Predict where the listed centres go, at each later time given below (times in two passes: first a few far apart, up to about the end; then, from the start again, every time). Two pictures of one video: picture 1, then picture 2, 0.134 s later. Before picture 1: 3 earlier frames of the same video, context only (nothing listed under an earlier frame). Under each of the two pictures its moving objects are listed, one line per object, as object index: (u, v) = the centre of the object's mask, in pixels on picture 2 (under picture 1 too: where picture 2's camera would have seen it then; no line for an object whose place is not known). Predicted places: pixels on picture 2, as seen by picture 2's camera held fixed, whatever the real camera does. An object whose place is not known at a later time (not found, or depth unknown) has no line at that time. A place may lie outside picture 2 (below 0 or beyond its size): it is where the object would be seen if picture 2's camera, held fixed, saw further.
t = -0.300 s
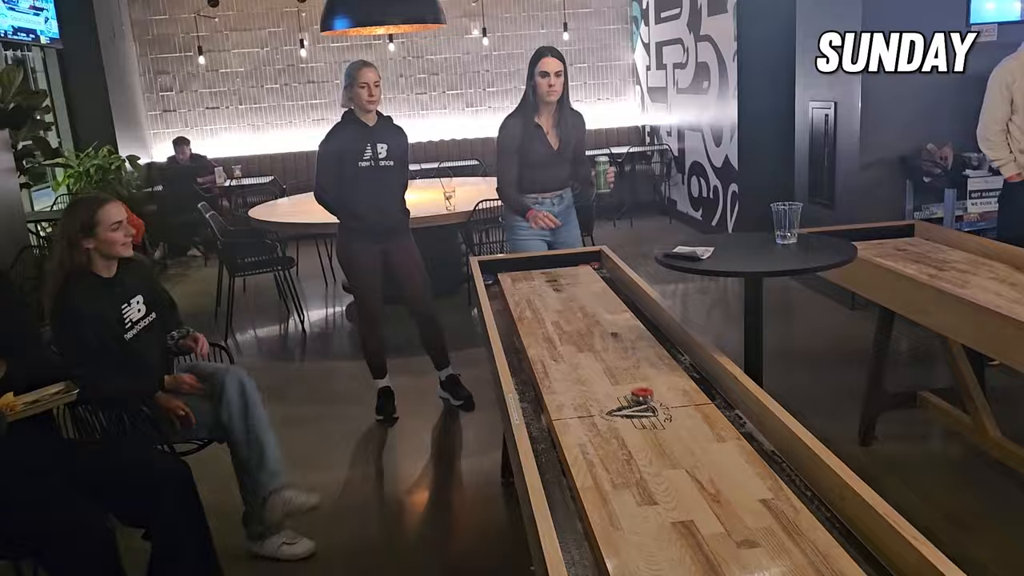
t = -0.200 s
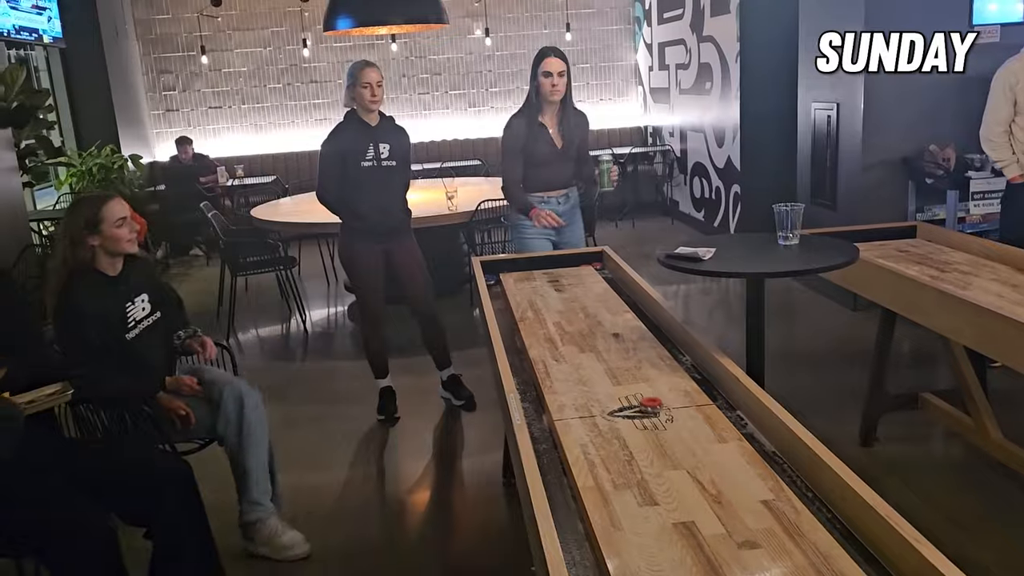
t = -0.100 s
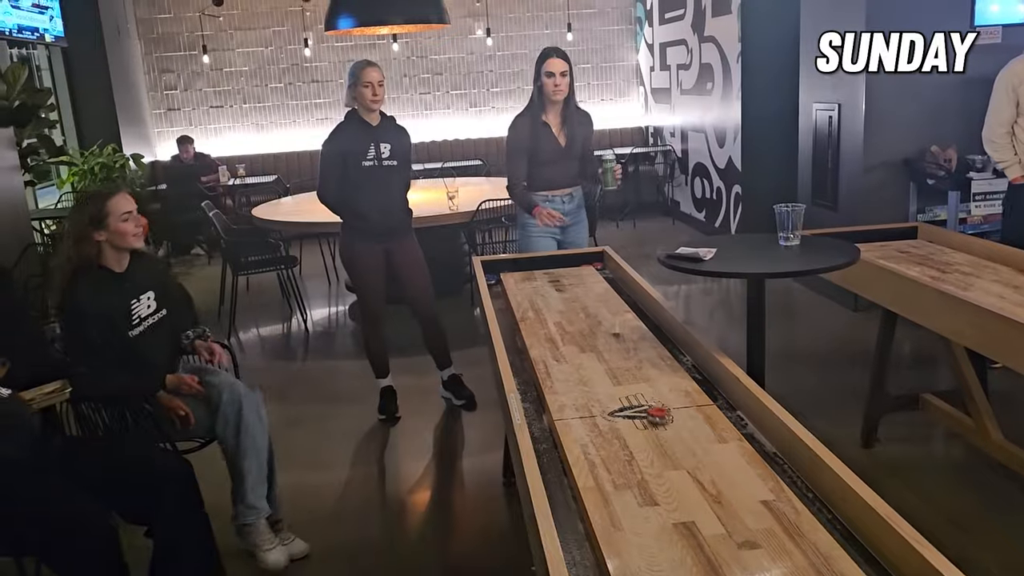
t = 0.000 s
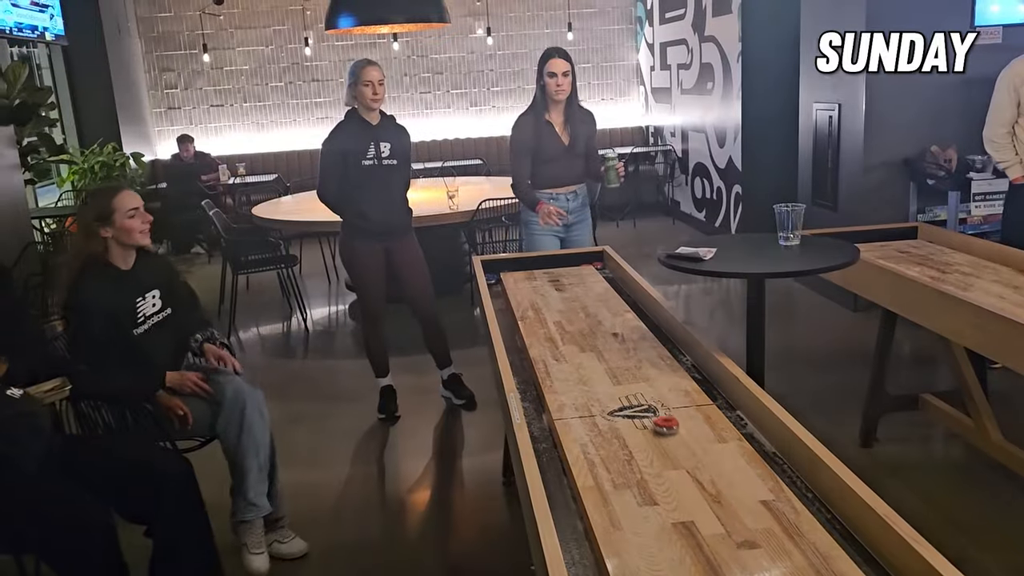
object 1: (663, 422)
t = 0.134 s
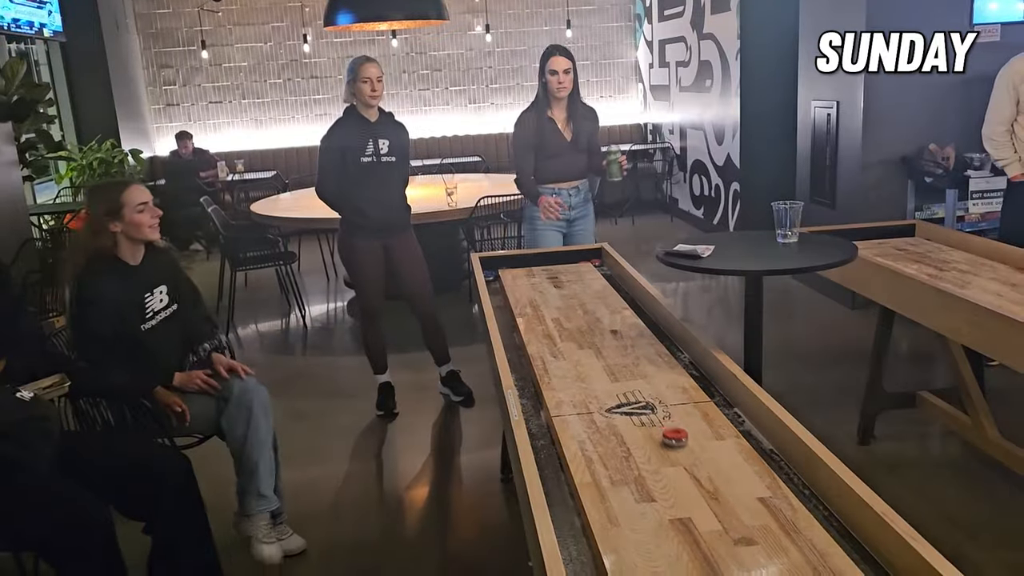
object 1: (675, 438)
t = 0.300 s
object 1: (690, 457)
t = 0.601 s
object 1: (721, 497)
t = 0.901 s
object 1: (756, 543)
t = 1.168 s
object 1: (794, 590)
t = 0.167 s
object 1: (677, 441)
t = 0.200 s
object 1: (680, 445)
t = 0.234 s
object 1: (683, 449)
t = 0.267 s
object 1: (687, 453)
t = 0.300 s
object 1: (690, 457)
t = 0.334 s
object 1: (693, 462)
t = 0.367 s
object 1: (697, 465)
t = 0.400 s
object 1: (700, 470)
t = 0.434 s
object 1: (703, 474)
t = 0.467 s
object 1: (707, 479)
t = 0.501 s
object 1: (710, 483)
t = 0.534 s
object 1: (714, 488)
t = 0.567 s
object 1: (717, 492)
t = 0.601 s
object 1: (721, 497)
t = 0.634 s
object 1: (724, 502)
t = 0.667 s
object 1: (728, 507)
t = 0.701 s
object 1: (732, 512)
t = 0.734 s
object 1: (736, 517)
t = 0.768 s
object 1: (740, 522)
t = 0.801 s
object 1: (744, 527)
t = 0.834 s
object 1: (748, 532)
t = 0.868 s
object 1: (752, 537)
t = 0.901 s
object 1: (756, 543)
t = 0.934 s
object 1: (761, 548)
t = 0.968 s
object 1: (766, 554)
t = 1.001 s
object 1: (770, 560)
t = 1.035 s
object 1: (775, 566)
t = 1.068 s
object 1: (780, 572)
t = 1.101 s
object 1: (785, 578)
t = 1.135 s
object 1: (790, 584)
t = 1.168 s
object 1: (794, 590)
